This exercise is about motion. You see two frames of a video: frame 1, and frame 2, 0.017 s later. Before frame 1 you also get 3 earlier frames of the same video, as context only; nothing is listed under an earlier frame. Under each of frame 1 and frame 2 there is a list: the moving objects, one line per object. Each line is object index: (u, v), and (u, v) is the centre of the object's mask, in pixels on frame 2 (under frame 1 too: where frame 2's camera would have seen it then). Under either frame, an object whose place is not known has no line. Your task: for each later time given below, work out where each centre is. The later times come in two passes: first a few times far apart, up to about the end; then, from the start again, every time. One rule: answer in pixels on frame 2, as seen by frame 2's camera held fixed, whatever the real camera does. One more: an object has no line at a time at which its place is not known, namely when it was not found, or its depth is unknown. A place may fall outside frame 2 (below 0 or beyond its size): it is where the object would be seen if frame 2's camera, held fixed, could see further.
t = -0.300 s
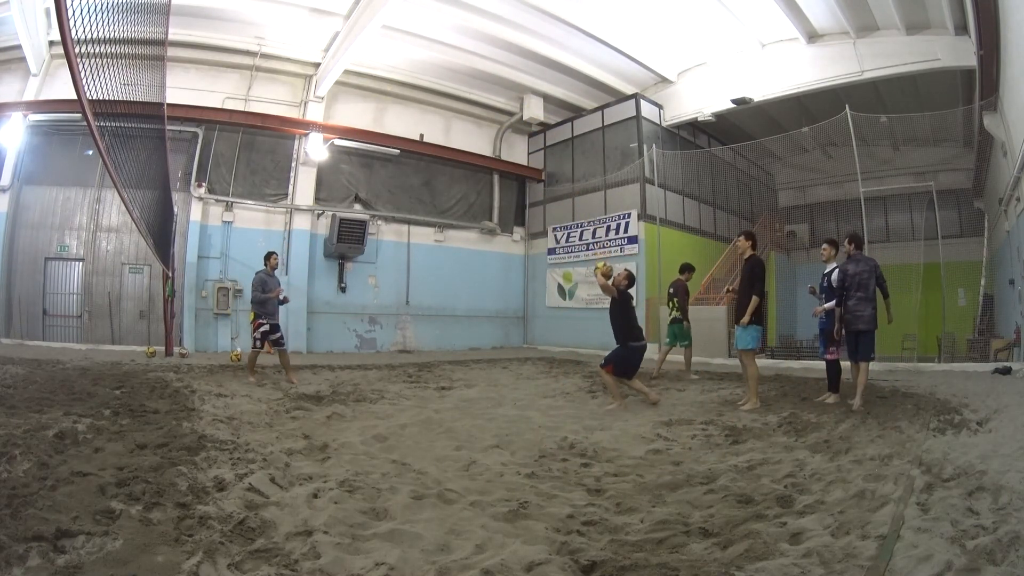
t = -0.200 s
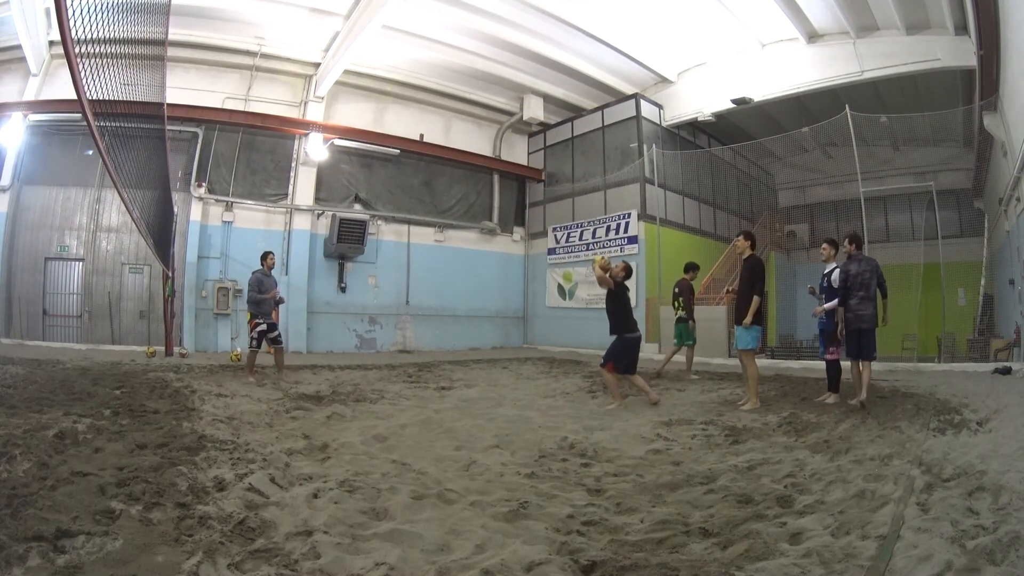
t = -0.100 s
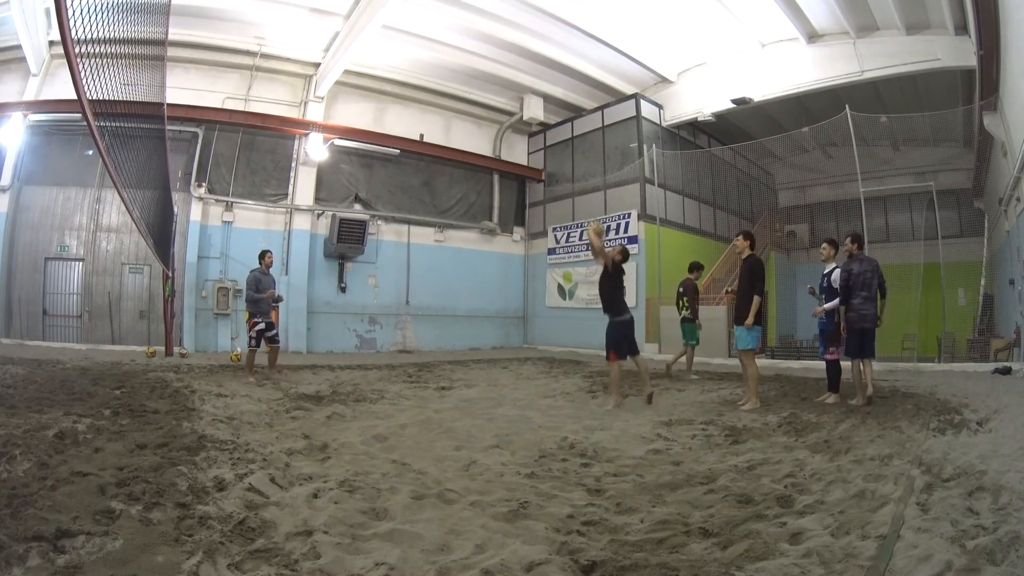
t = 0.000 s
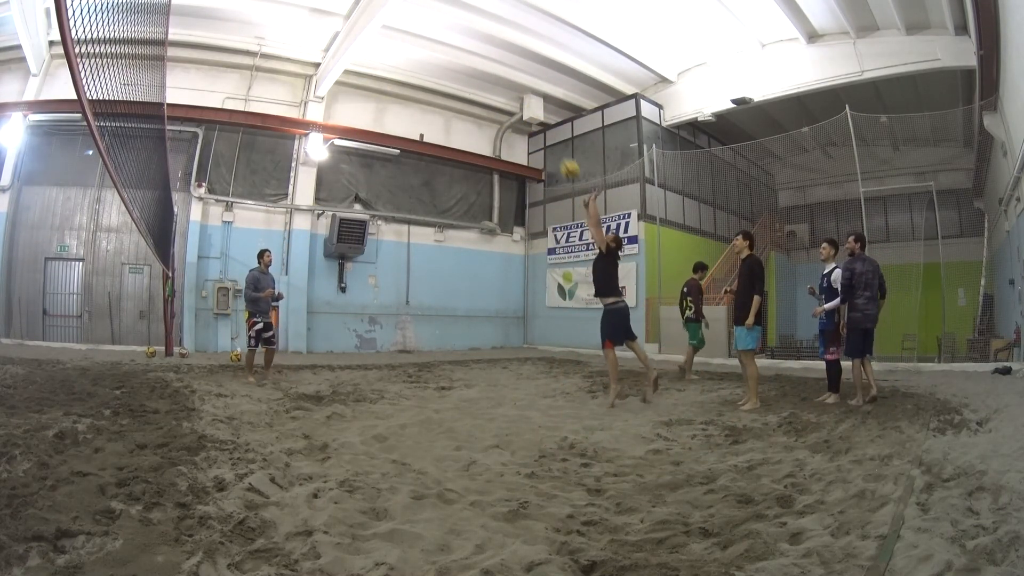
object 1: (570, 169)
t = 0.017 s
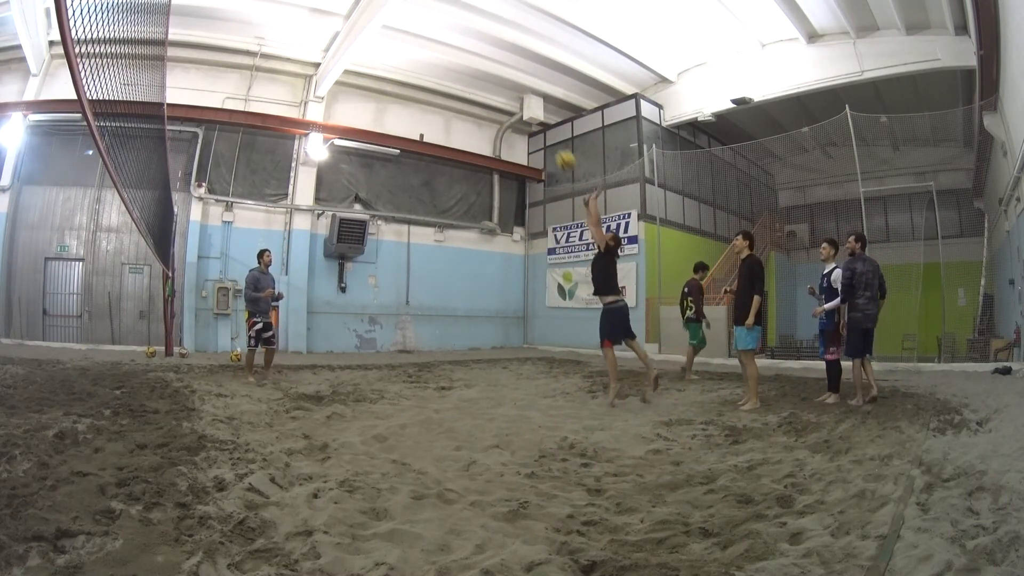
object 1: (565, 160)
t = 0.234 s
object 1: (514, 71)
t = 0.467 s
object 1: (469, 27)
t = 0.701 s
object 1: (428, 21)
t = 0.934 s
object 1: (386, 46)
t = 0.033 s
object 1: (561, 151)
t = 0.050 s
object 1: (557, 143)
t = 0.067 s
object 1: (553, 134)
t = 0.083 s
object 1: (548, 127)
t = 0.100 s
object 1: (546, 120)
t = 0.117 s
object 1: (542, 113)
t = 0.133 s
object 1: (537, 105)
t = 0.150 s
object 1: (534, 98)
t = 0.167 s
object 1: (529, 93)
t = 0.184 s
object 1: (525, 87)
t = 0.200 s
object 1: (521, 81)
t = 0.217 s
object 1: (518, 77)
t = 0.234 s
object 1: (514, 71)
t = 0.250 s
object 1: (511, 67)
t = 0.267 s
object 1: (508, 62)
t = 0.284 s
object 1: (505, 59)
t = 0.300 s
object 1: (501, 55)
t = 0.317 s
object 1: (498, 51)
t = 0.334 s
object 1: (494, 47)
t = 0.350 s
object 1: (491, 44)
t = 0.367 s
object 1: (488, 41)
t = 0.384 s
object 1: (485, 38)
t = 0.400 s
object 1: (482, 36)
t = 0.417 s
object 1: (479, 33)
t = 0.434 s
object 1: (475, 31)
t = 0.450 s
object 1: (473, 29)
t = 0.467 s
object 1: (469, 27)
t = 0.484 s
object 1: (466, 26)
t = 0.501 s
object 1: (463, 24)
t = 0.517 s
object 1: (460, 23)
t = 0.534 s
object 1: (457, 22)
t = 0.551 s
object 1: (454, 21)
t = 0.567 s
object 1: (451, 20)
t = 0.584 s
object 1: (448, 20)
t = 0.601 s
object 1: (445, 19)
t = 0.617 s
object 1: (443, 19)
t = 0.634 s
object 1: (440, 19)
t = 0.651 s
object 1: (437, 19)
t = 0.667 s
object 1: (434, 20)
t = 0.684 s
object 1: (431, 20)
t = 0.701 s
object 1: (428, 21)
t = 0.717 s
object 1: (425, 21)
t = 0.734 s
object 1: (422, 22)
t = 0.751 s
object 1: (419, 23)
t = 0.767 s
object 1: (416, 25)
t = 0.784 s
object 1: (413, 26)
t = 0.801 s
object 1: (410, 28)
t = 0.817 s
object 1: (407, 29)
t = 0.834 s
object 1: (404, 31)
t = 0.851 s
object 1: (401, 33)
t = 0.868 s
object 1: (398, 35)
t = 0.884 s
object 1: (395, 37)
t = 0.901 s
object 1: (392, 40)
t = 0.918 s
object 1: (389, 42)
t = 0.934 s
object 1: (386, 46)
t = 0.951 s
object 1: (383, 49)
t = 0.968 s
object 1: (379, 52)
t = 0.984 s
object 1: (376, 55)
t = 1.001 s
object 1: (373, 59)
